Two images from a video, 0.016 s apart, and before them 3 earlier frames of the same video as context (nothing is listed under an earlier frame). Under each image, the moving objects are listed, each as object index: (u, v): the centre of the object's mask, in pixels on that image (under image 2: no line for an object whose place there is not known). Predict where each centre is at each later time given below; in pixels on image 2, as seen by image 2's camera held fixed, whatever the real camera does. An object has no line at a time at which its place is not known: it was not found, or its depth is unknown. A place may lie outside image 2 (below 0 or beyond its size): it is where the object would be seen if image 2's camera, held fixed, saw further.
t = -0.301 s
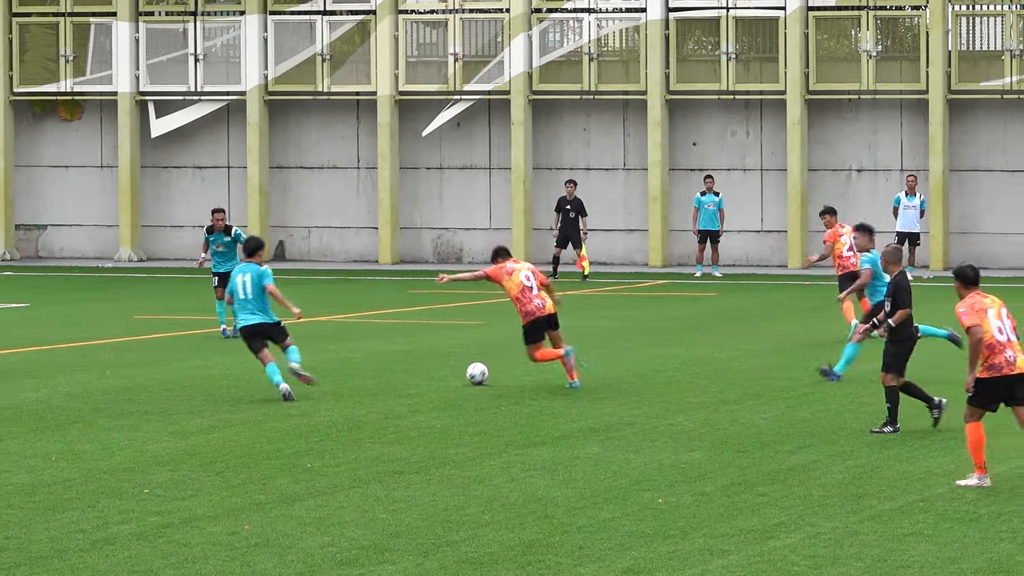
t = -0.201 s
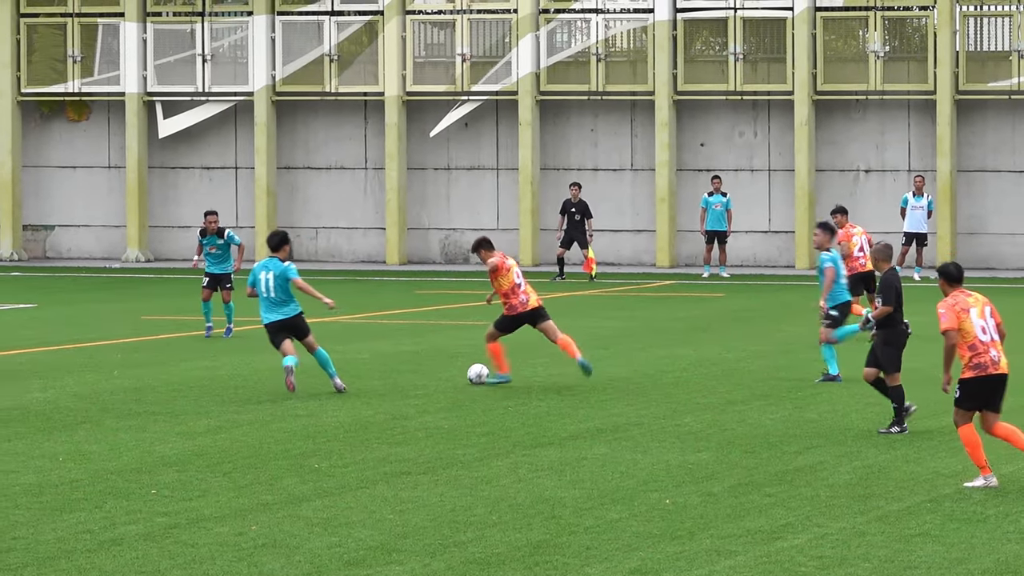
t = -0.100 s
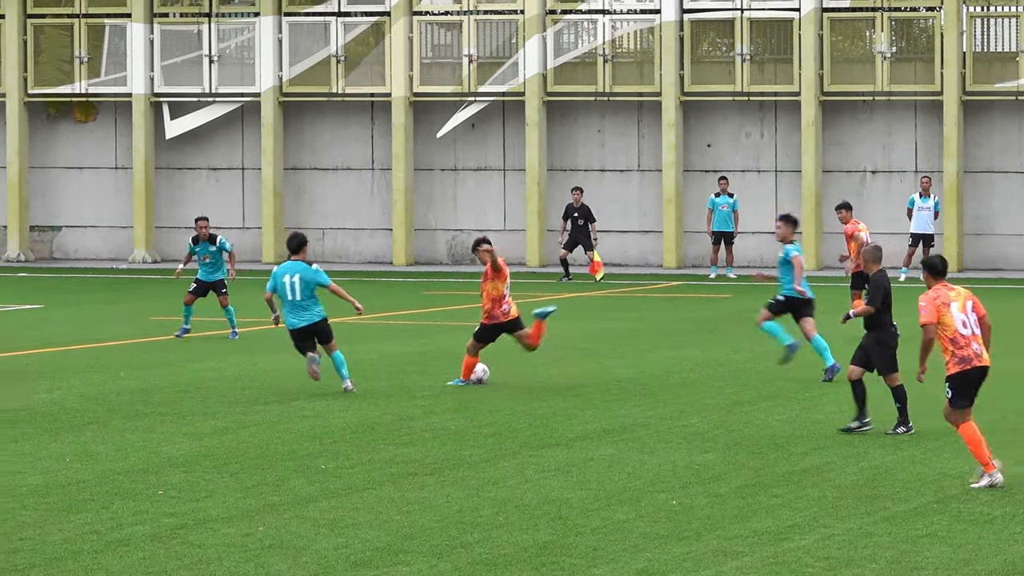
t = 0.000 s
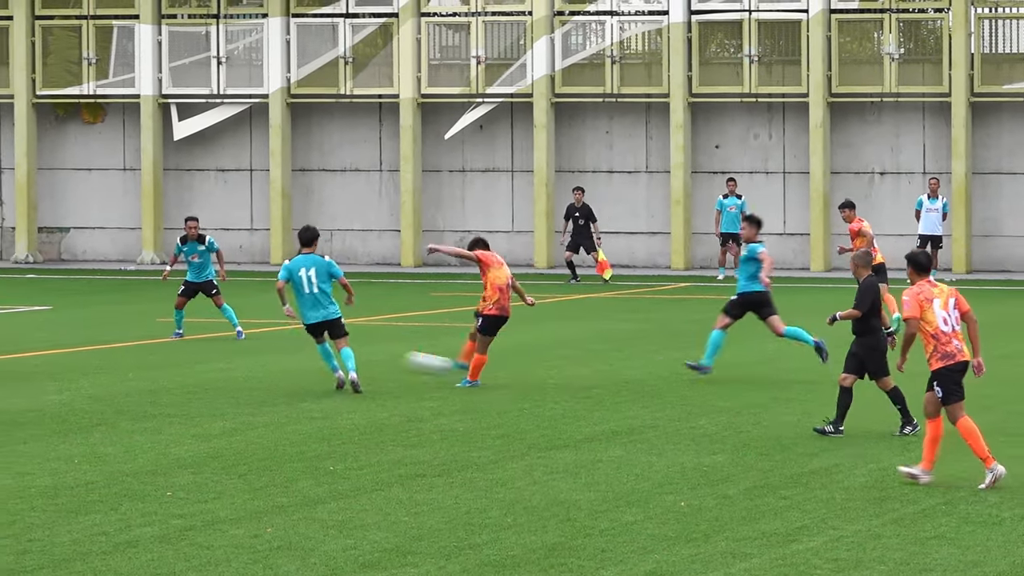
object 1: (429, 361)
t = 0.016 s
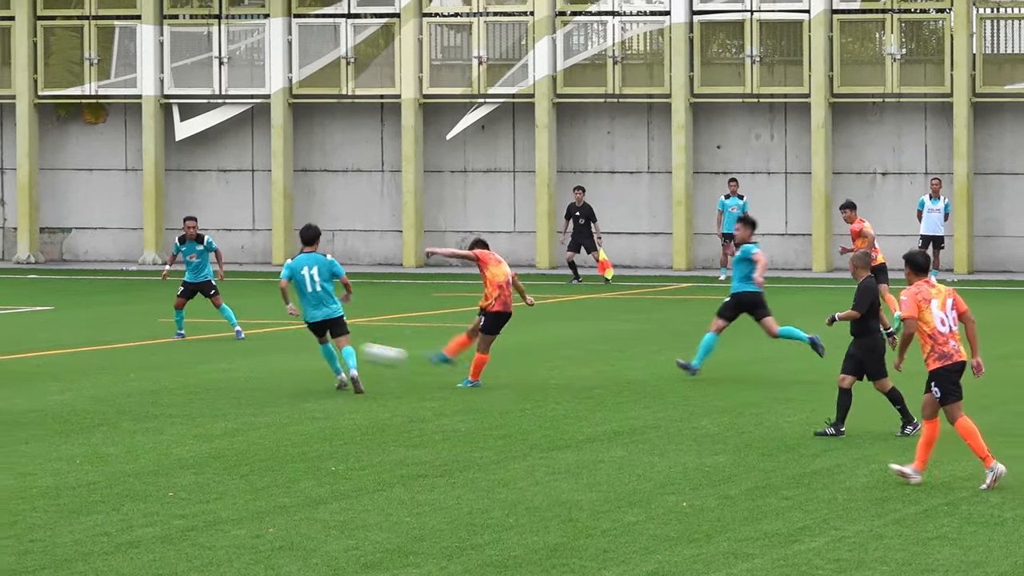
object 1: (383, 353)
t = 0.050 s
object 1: (289, 336)
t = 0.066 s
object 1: (247, 327)
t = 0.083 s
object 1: (200, 319)
